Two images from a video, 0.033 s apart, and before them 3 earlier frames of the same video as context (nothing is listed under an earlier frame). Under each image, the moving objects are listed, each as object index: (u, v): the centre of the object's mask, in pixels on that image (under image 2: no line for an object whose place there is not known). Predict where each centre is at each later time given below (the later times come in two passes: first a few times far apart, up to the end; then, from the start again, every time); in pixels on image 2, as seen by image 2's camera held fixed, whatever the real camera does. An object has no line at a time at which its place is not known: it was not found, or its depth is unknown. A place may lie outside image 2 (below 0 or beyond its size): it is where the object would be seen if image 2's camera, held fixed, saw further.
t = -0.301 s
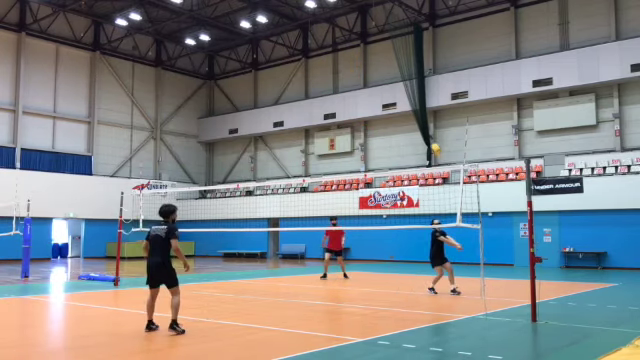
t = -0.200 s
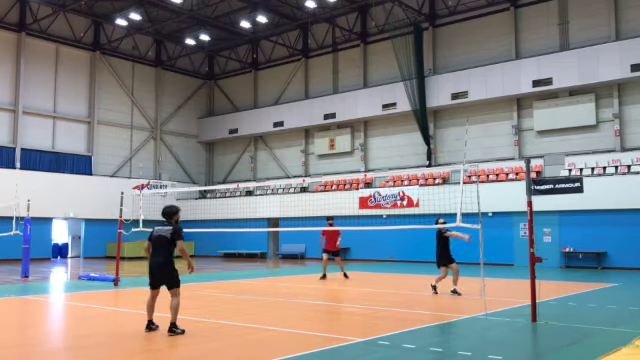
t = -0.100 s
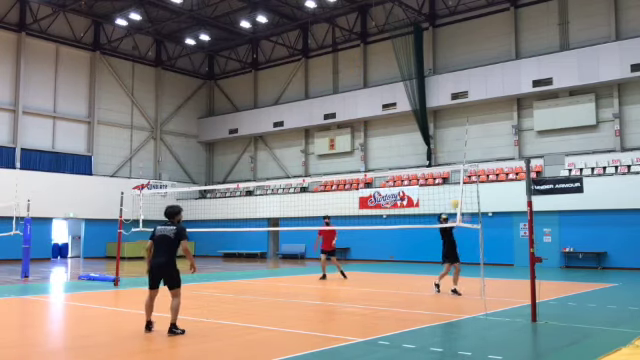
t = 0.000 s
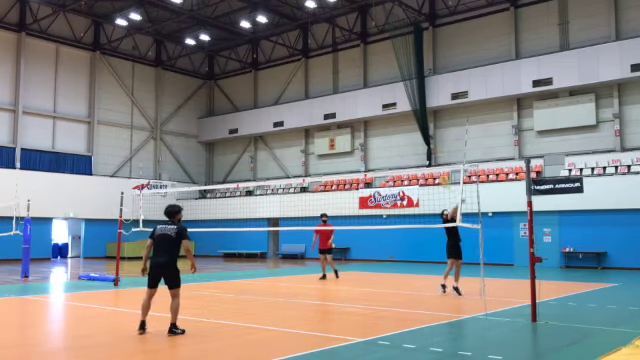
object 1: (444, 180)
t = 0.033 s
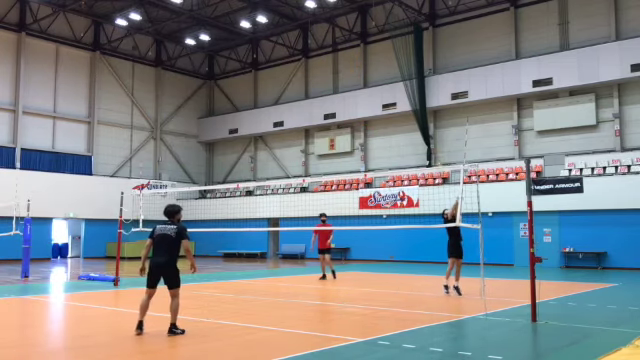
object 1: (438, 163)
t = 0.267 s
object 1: (405, 106)
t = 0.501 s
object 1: (373, 69)
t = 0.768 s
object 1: (341, 56)
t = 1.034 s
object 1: (311, 70)
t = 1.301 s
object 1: (284, 108)
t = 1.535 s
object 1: (263, 161)
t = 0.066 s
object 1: (434, 158)
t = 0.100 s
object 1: (428, 149)
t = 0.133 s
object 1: (425, 139)
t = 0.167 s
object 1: (419, 130)
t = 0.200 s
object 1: (414, 121)
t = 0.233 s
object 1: (409, 114)
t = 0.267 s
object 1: (405, 106)
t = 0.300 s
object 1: (400, 99)
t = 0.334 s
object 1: (396, 92)
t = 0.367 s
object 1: (391, 86)
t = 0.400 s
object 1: (386, 82)
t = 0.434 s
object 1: (382, 76)
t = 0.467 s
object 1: (377, 73)
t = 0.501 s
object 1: (373, 69)
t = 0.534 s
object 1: (369, 66)
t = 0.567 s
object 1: (364, 64)
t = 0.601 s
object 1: (360, 62)
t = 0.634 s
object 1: (356, 59)
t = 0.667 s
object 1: (353, 57)
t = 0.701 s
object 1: (348, 56)
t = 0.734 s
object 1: (344, 56)
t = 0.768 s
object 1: (341, 56)
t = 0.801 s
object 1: (336, 57)
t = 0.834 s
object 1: (333, 57)
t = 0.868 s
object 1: (330, 58)
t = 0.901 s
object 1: (326, 59)
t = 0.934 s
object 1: (322, 61)
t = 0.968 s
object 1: (318, 64)
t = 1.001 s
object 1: (315, 67)
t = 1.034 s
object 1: (311, 70)
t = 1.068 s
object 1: (307, 74)
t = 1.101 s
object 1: (304, 77)
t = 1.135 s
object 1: (301, 82)
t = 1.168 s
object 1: (297, 86)
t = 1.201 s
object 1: (294, 91)
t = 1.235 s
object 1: (291, 96)
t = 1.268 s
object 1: (288, 102)
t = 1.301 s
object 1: (284, 108)
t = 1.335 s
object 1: (281, 115)
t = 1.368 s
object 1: (278, 122)
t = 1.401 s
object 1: (275, 130)
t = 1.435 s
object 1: (272, 136)
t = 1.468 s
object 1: (269, 145)
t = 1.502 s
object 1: (266, 153)
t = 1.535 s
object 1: (263, 161)
